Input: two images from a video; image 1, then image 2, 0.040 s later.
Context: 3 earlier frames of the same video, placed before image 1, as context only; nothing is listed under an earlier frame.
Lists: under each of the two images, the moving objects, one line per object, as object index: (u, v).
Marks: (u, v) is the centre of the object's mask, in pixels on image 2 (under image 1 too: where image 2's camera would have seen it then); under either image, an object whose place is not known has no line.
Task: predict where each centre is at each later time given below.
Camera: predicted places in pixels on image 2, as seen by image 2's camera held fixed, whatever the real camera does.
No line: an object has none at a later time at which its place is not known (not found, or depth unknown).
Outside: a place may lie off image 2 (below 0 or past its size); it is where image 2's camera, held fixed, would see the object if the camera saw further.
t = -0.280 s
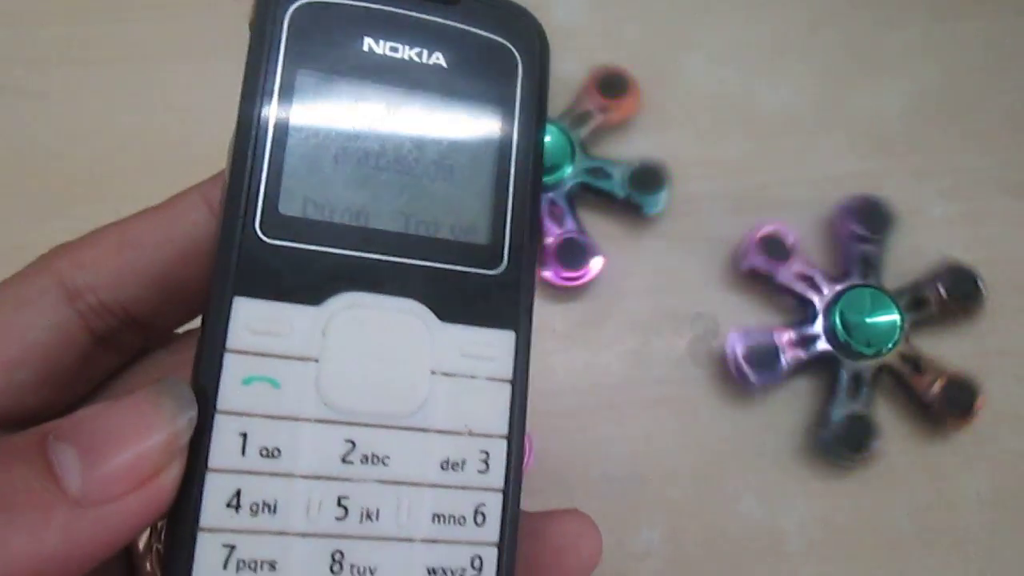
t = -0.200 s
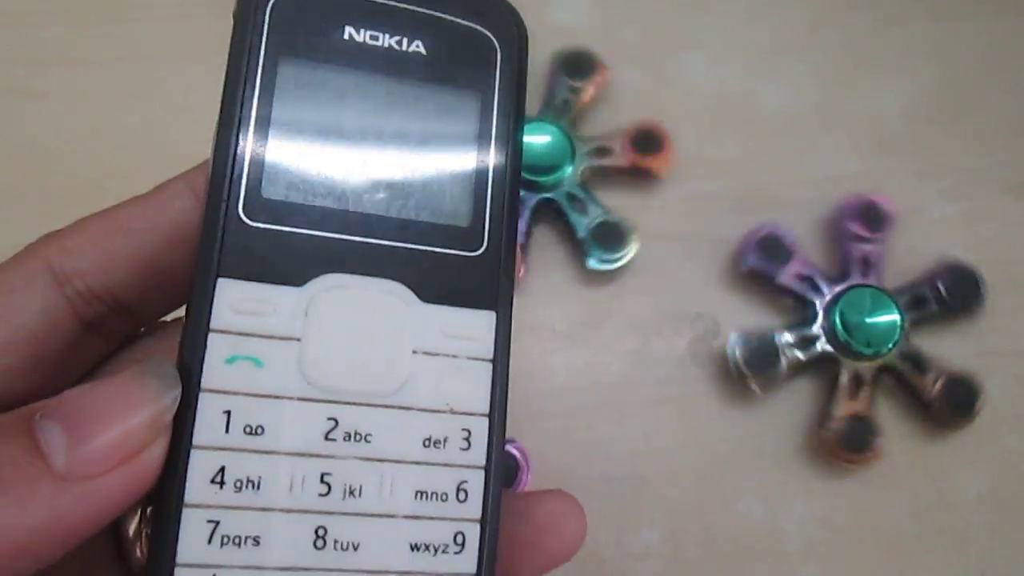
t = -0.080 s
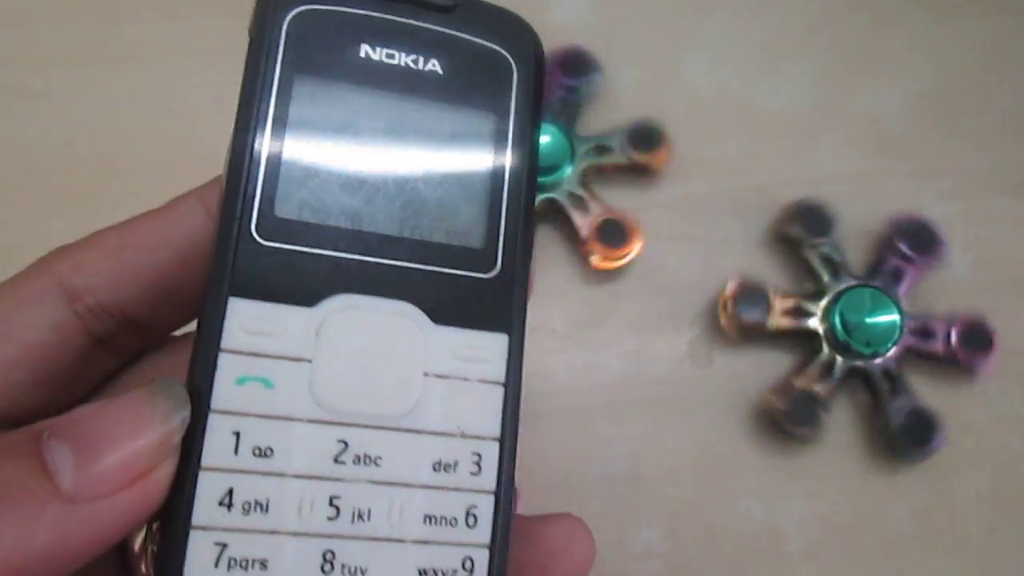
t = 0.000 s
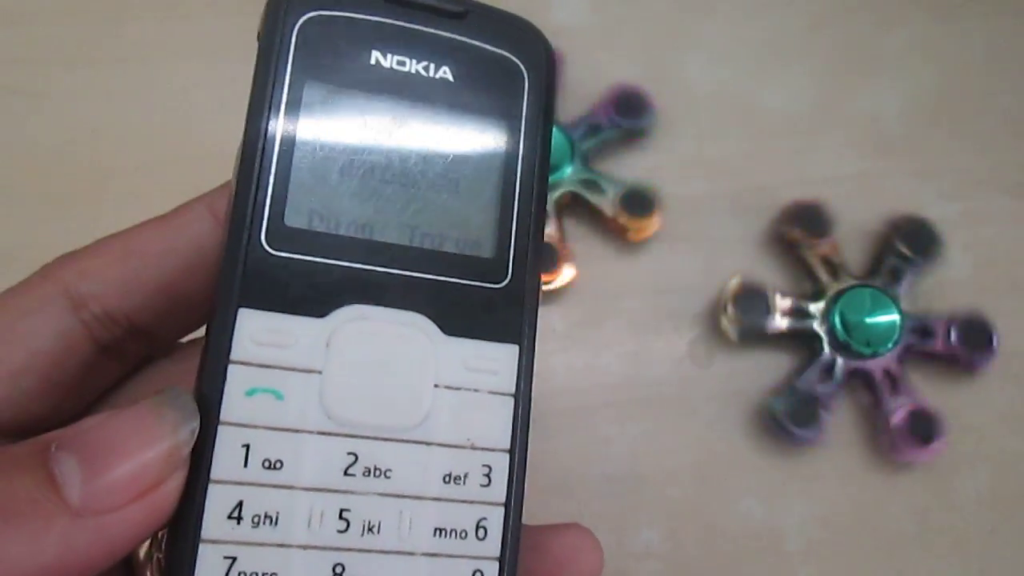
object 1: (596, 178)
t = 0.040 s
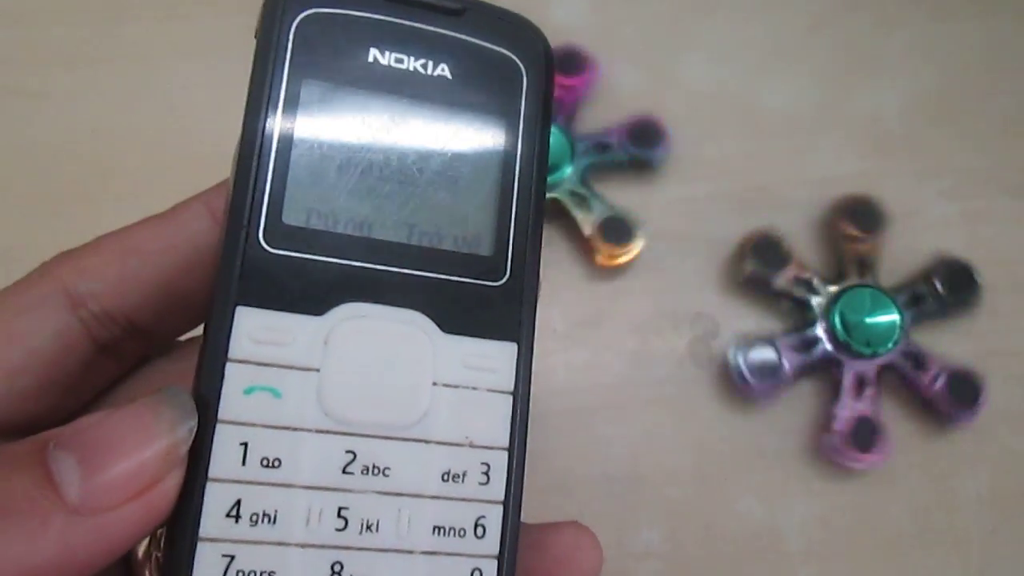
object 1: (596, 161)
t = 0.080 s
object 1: (592, 172)
